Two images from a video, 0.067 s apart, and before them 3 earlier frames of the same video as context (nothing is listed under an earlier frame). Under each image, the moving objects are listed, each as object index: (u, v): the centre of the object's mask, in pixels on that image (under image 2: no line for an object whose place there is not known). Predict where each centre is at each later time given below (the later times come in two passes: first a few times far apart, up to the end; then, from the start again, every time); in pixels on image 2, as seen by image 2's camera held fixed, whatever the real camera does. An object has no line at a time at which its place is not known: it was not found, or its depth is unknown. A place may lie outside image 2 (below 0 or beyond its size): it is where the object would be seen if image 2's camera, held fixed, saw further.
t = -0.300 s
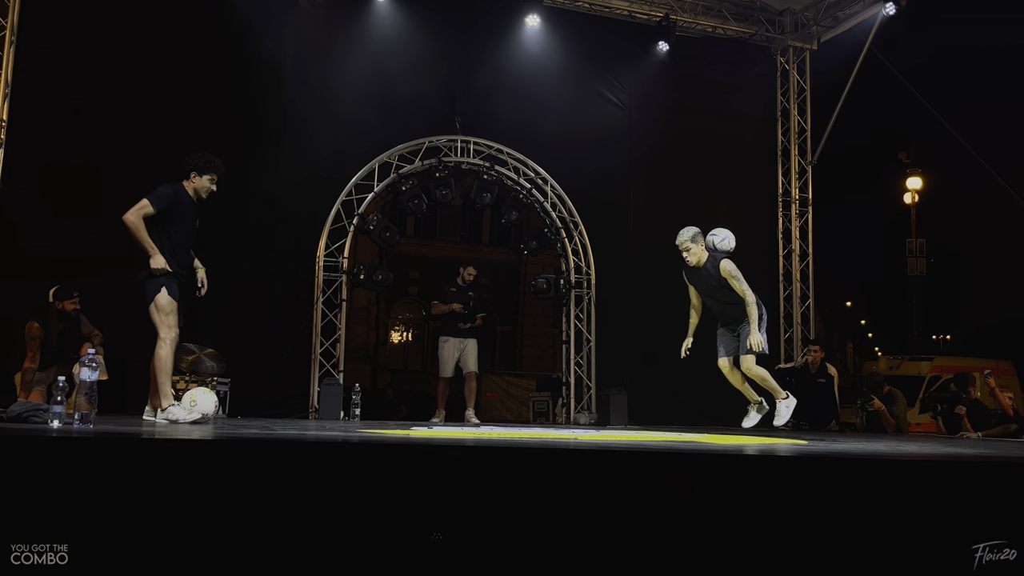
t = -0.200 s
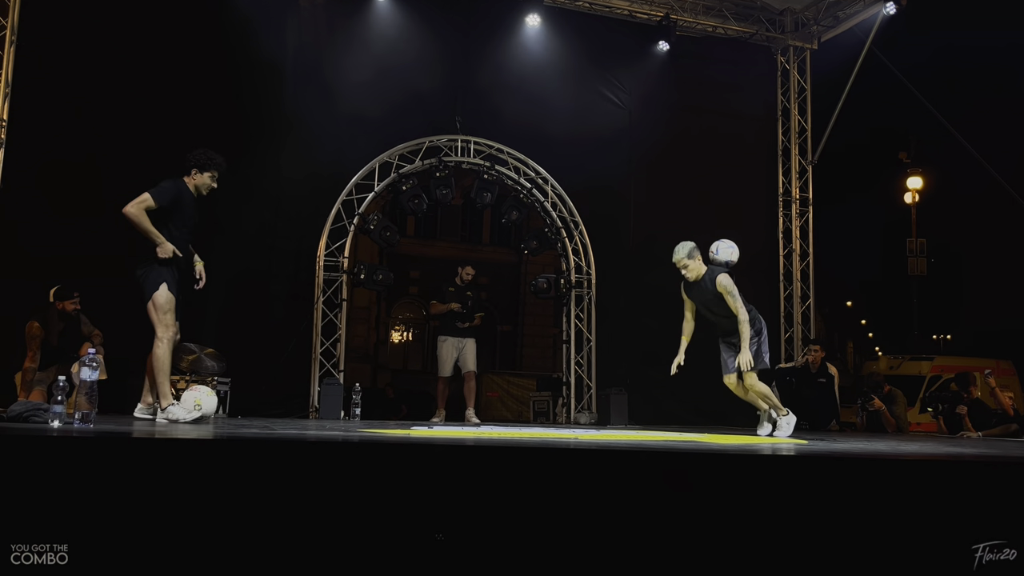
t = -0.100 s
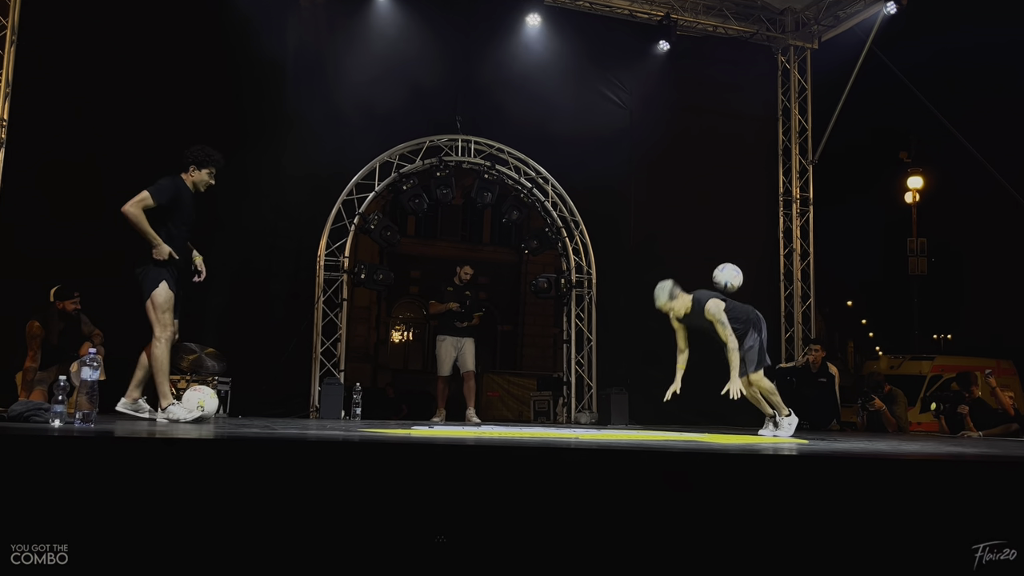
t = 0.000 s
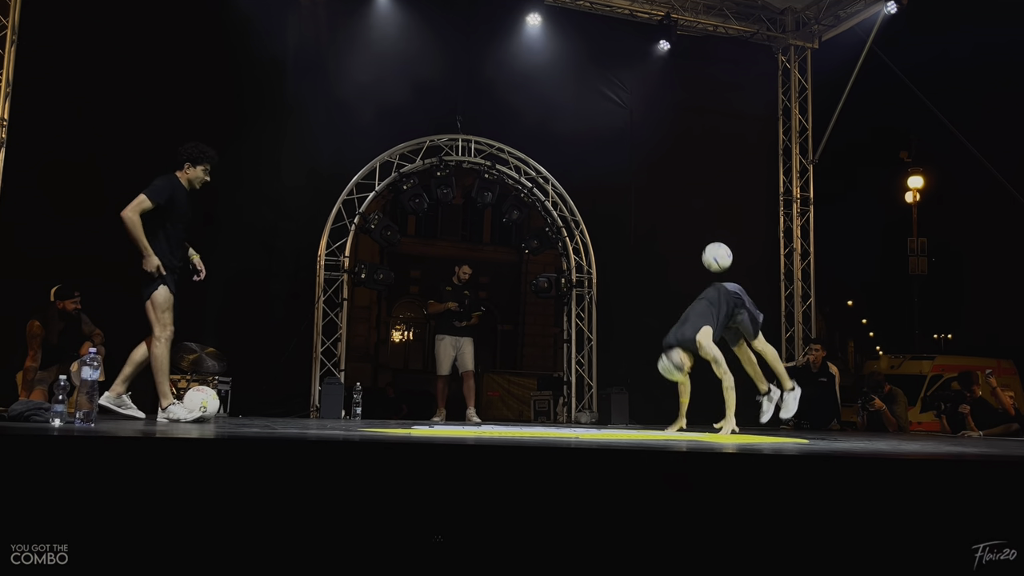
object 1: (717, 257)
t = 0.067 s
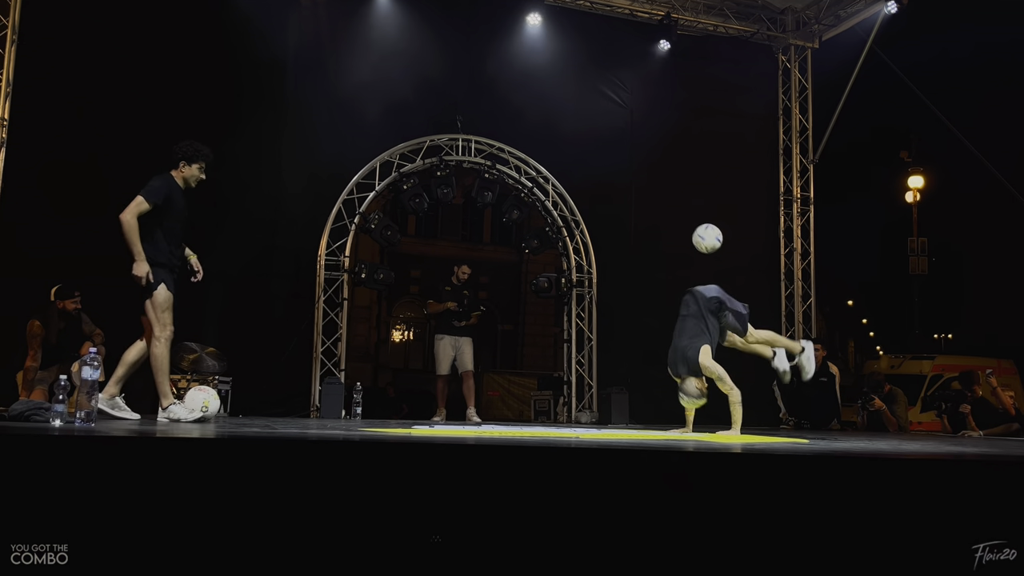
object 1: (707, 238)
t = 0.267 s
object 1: (677, 216)
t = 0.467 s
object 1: (648, 243)
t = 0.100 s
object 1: (702, 231)
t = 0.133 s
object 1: (697, 225)
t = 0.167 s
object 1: (692, 221)
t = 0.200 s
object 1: (687, 218)
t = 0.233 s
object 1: (682, 216)
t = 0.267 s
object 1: (677, 216)
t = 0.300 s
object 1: (672, 217)
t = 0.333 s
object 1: (668, 220)
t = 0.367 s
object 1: (663, 223)
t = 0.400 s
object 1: (658, 229)
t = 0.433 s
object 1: (653, 235)
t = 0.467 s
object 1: (648, 243)
